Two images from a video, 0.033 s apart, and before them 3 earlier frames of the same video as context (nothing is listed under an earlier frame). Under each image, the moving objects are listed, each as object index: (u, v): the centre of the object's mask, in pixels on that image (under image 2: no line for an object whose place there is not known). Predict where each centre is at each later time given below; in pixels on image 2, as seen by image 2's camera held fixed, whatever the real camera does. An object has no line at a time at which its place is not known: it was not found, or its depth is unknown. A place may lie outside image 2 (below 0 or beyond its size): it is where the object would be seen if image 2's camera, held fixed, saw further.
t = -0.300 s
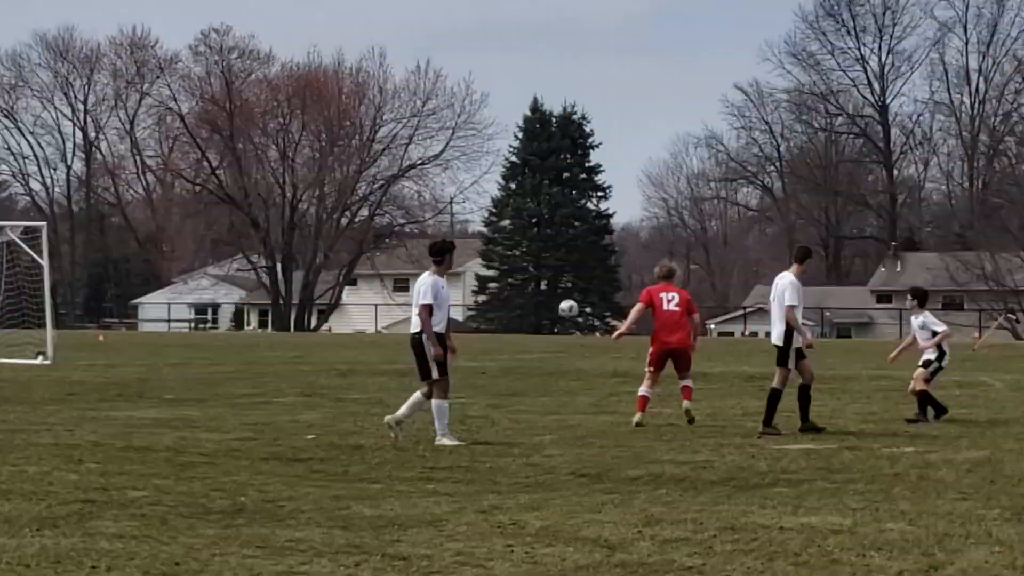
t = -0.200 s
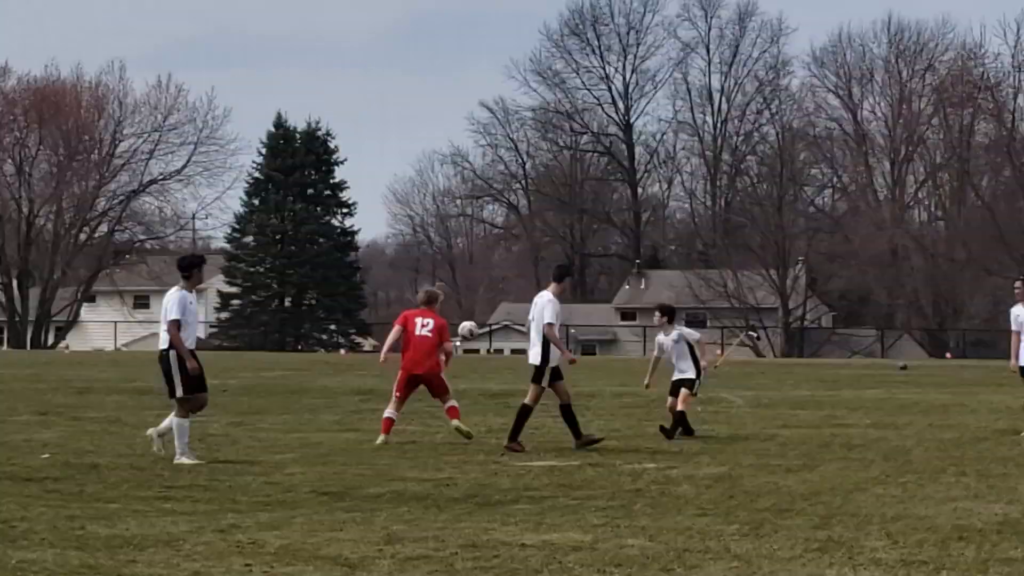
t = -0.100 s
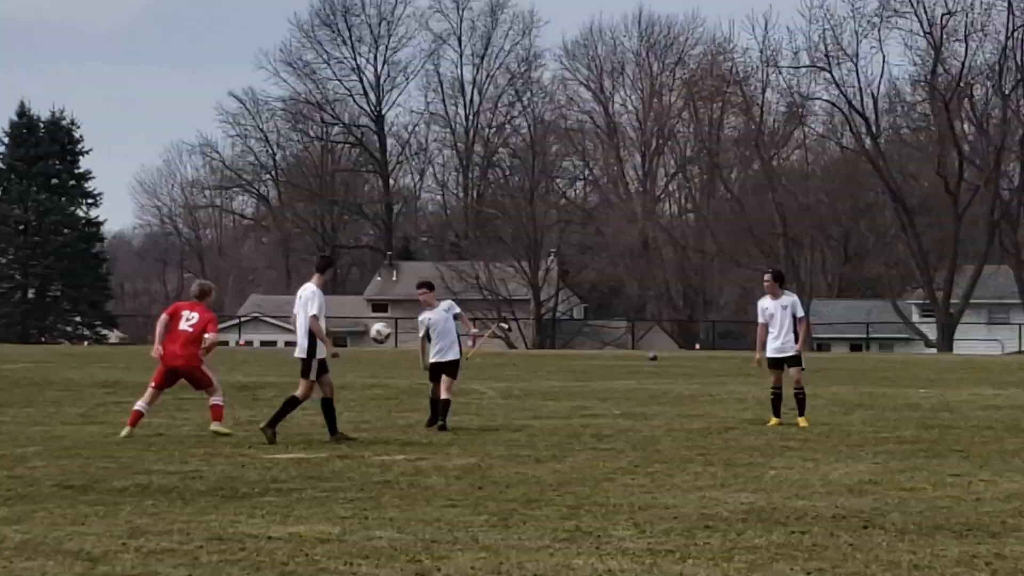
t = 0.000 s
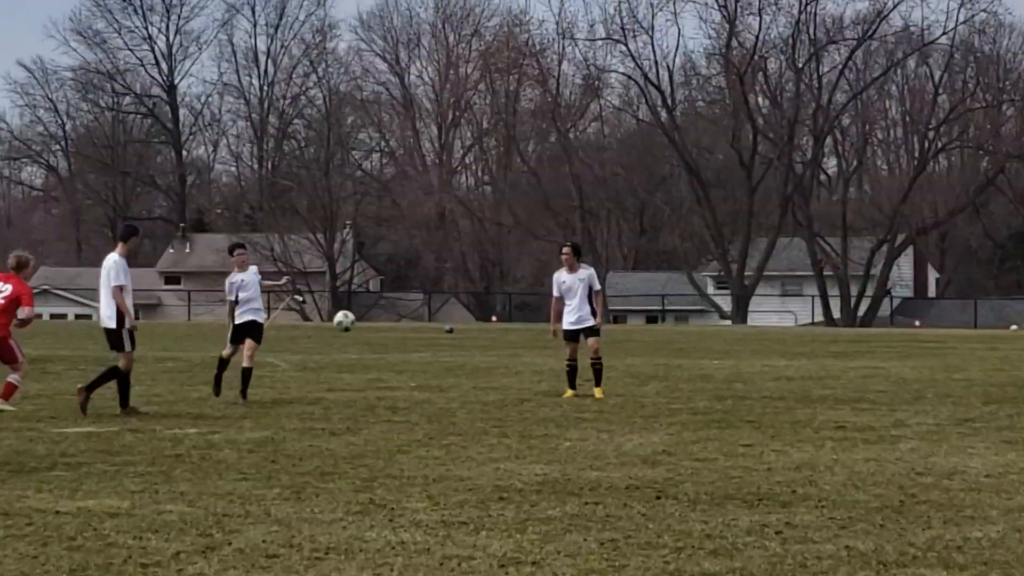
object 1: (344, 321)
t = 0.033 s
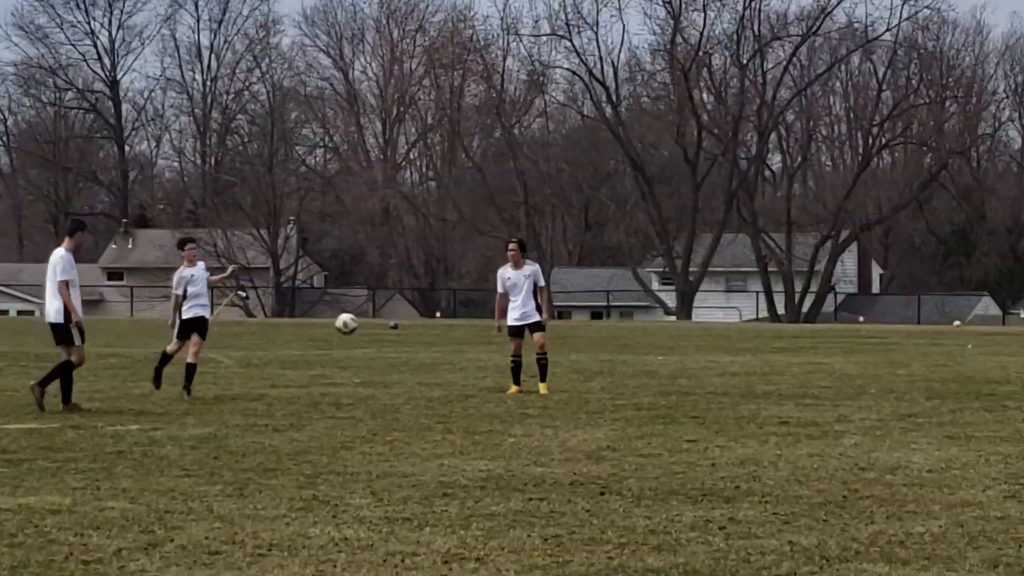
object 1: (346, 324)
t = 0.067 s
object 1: (405, 331)
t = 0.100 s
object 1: (464, 339)
